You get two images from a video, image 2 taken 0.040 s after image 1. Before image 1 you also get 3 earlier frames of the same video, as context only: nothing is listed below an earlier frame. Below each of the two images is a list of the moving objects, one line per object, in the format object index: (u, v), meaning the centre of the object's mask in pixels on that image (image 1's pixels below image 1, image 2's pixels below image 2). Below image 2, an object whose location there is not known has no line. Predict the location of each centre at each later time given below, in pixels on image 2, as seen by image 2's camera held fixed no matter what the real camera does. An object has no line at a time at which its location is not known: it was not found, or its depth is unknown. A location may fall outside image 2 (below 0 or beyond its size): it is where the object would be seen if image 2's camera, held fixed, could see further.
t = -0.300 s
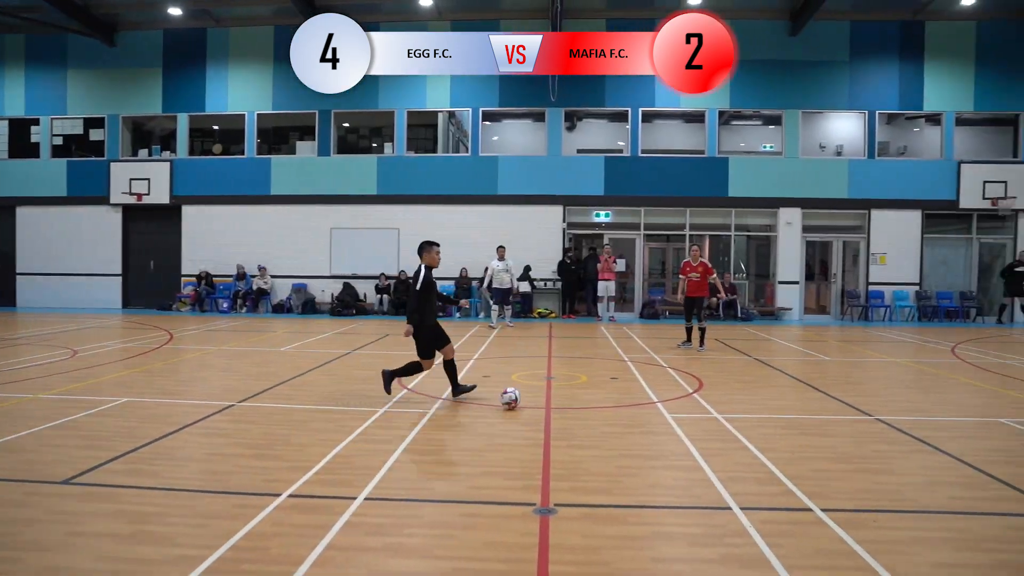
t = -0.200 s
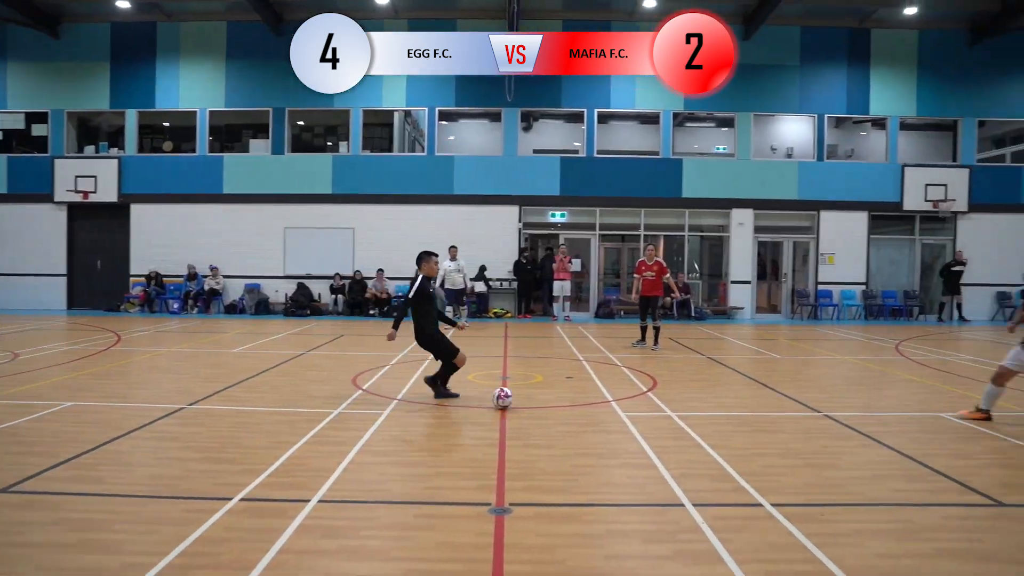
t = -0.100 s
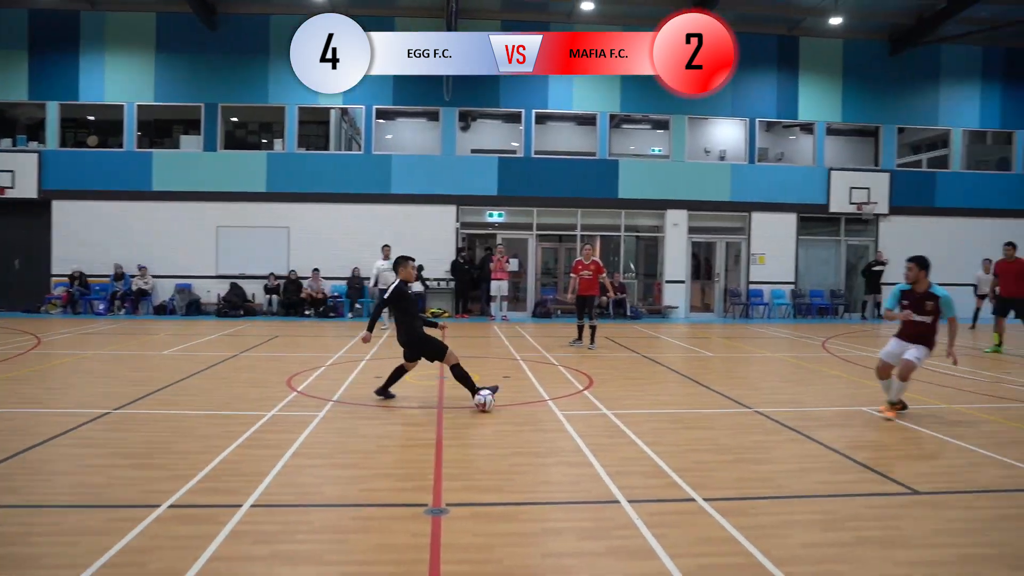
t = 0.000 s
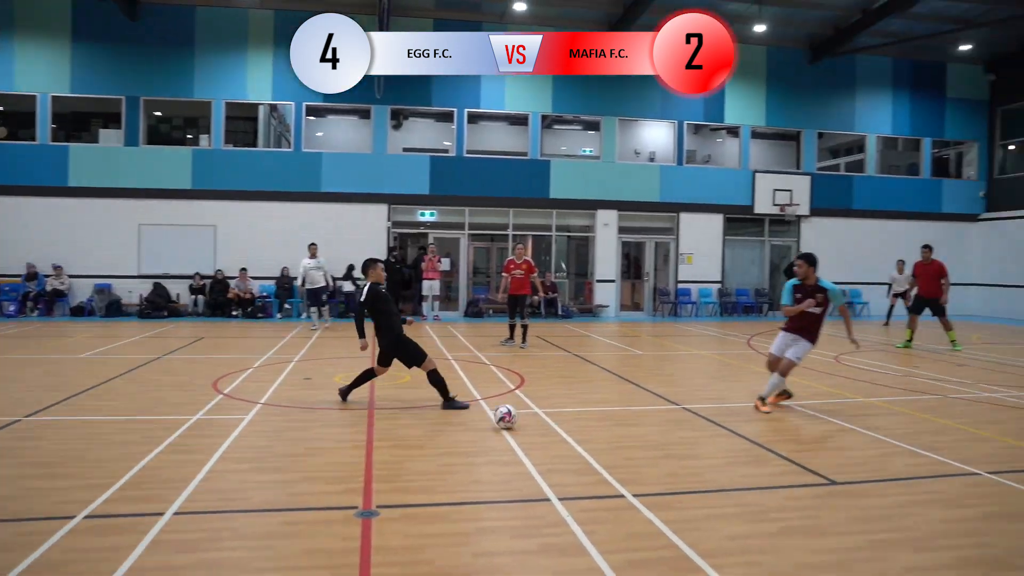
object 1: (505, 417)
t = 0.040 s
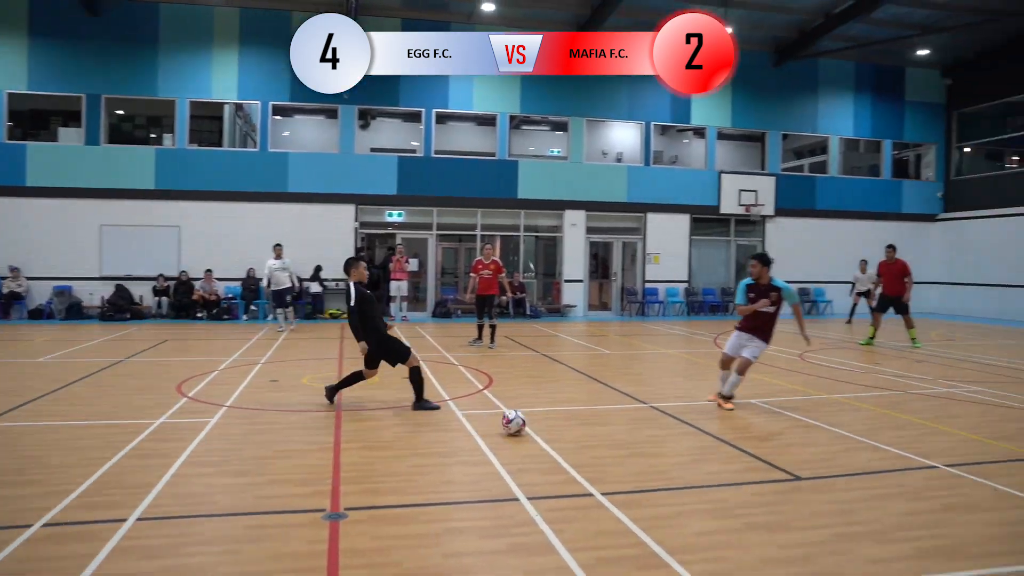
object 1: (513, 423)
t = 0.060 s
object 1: (534, 427)
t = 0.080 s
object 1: (555, 430)
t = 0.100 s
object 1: (576, 433)
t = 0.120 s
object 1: (598, 437)
